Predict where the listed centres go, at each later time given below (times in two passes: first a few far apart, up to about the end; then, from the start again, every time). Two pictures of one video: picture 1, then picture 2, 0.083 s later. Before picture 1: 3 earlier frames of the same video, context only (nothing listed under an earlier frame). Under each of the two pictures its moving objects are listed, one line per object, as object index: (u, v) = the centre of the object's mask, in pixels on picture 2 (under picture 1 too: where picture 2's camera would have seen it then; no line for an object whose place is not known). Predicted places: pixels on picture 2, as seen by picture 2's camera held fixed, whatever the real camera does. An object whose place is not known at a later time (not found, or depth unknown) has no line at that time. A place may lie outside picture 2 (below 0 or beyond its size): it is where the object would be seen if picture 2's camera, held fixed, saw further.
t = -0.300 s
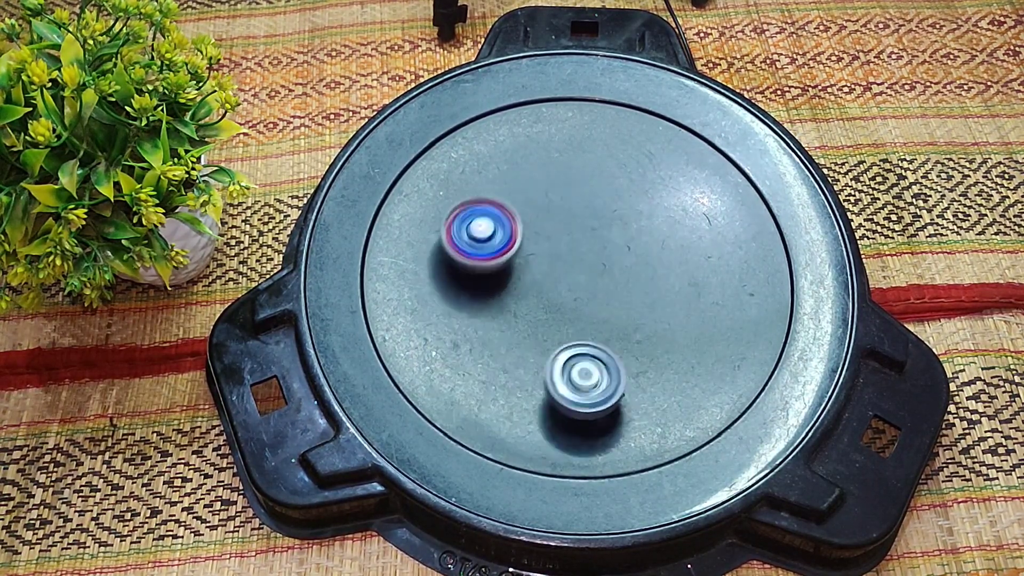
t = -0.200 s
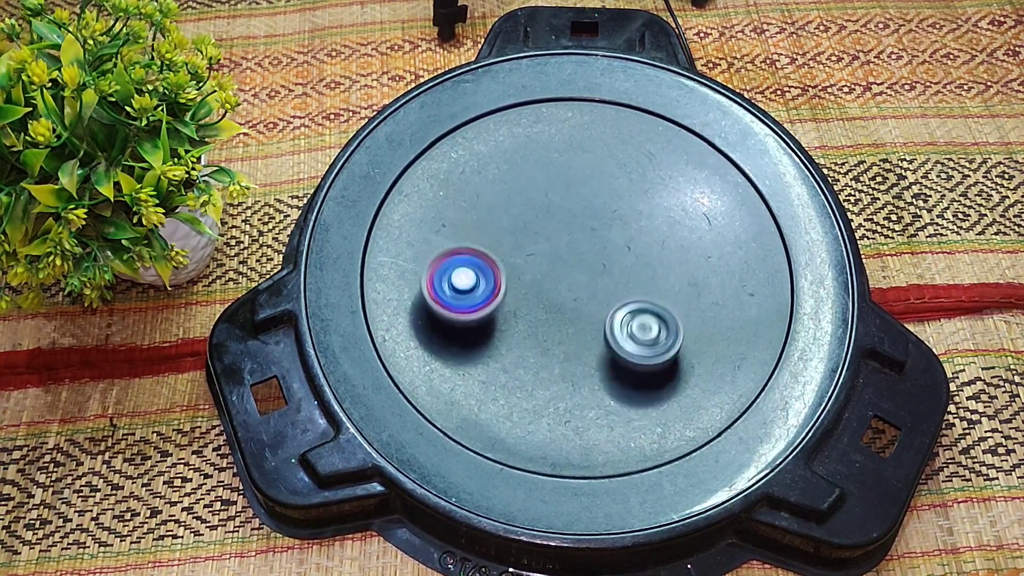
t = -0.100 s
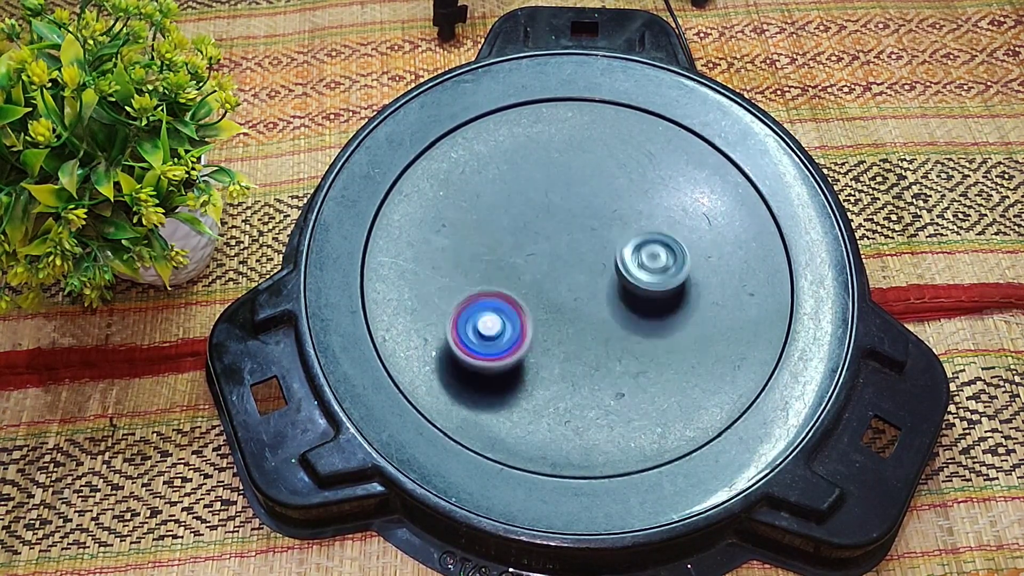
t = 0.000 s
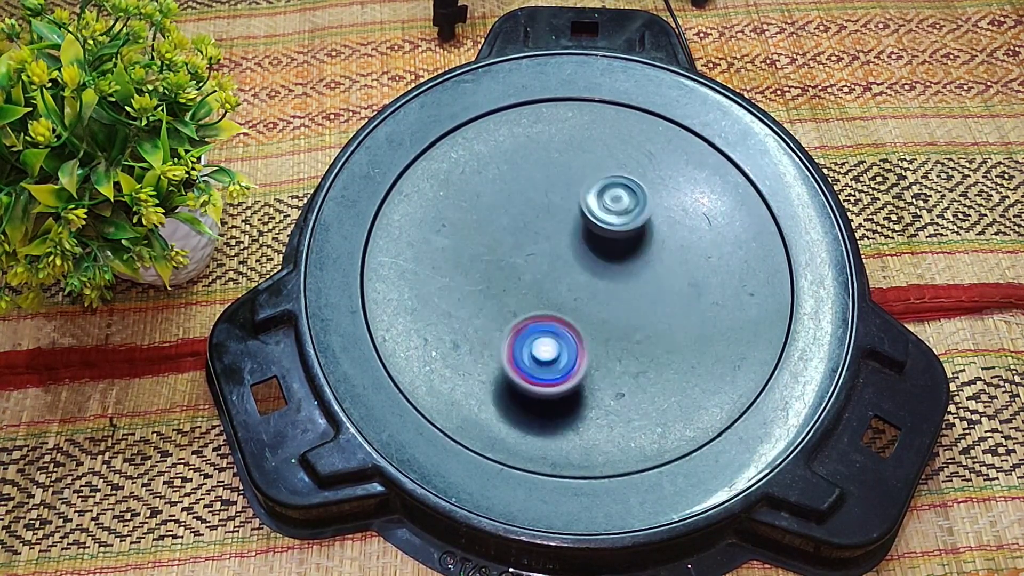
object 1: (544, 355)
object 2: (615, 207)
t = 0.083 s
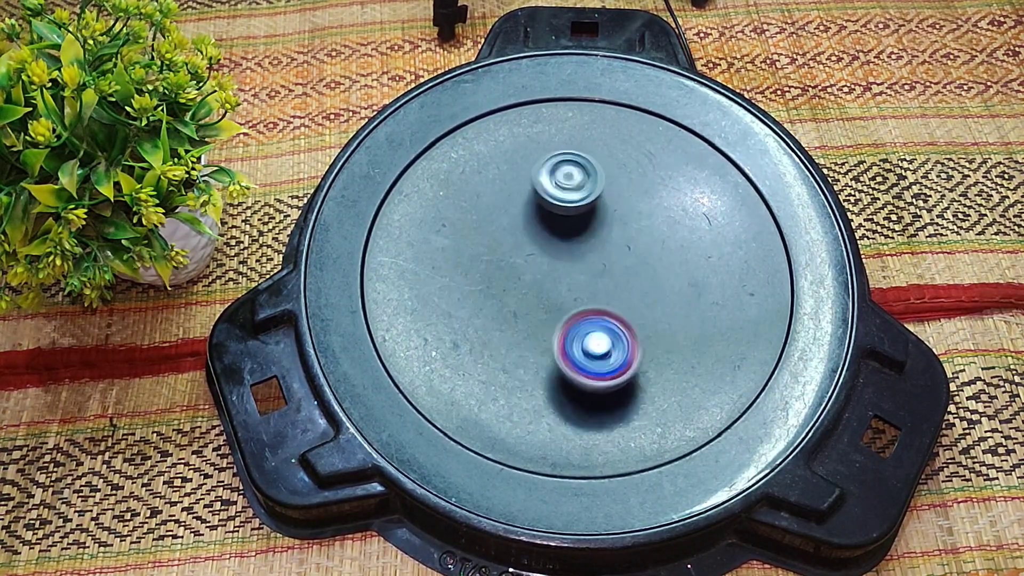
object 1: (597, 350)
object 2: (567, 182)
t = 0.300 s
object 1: (650, 255)
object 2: (459, 244)
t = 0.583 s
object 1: (524, 208)
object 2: (562, 375)
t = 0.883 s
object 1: (527, 333)
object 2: (666, 236)
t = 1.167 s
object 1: (652, 288)
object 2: (524, 182)
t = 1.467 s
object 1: (562, 203)
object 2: (517, 343)
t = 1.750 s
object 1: (503, 304)
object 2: (695, 294)
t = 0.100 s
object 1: (606, 346)
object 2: (557, 182)
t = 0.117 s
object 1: (614, 341)
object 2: (547, 181)
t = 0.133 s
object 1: (623, 336)
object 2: (538, 184)
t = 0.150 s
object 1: (630, 329)
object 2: (530, 186)
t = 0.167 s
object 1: (636, 323)
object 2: (520, 190)
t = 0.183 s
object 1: (642, 315)
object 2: (511, 195)
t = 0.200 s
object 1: (645, 308)
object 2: (503, 200)
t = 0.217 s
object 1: (648, 299)
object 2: (495, 206)
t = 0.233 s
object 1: (650, 291)
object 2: (487, 213)
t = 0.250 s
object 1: (652, 282)
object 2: (479, 220)
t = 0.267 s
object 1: (653, 273)
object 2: (472, 228)
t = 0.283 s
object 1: (652, 264)
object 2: (465, 235)
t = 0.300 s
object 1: (650, 255)
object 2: (459, 244)
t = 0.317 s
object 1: (648, 246)
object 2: (454, 253)
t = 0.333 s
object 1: (644, 238)
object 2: (451, 263)
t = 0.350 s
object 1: (639, 231)
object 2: (449, 273)
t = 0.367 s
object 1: (633, 224)
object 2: (448, 284)
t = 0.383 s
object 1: (627, 217)
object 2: (449, 295)
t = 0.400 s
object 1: (619, 212)
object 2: (451, 305)
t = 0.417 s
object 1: (611, 208)
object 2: (456, 316)
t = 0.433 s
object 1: (603, 205)
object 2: (462, 326)
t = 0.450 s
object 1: (594, 202)
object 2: (470, 336)
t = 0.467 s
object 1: (585, 200)
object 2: (478, 346)
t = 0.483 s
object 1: (576, 198)
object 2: (488, 354)
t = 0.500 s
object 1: (567, 198)
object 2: (499, 359)
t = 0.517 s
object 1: (558, 198)
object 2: (512, 365)
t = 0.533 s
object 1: (548, 199)
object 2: (524, 369)
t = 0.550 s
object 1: (540, 201)
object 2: (536, 373)
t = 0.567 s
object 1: (532, 204)
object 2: (549, 375)
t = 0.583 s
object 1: (524, 208)
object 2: (562, 375)
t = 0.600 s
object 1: (517, 212)
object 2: (575, 374)
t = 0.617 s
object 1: (510, 217)
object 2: (588, 371)
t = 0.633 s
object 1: (503, 223)
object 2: (601, 368)
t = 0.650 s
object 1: (497, 230)
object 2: (613, 363)
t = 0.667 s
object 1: (492, 237)
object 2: (623, 359)
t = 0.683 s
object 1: (488, 244)
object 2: (633, 352)
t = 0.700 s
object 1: (486, 252)
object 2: (642, 342)
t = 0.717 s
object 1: (485, 260)
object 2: (652, 334)
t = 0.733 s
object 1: (484, 269)
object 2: (659, 325)
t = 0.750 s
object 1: (485, 277)
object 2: (665, 316)
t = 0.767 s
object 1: (487, 285)
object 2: (668, 307)
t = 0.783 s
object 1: (490, 294)
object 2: (671, 298)
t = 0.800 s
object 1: (493, 301)
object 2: (672, 288)
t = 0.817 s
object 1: (498, 309)
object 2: (673, 277)
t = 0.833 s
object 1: (504, 316)
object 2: (674, 267)
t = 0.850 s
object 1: (511, 323)
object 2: (672, 256)
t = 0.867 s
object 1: (518, 329)
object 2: (670, 246)
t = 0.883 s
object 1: (527, 333)
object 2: (666, 236)
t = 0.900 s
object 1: (535, 337)
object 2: (662, 226)
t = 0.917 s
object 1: (544, 340)
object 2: (656, 218)
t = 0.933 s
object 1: (554, 343)
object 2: (650, 208)
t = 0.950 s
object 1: (564, 345)
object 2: (644, 201)
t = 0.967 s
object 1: (573, 345)
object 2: (637, 195)
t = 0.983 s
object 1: (583, 344)
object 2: (628, 189)
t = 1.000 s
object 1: (593, 343)
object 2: (619, 183)
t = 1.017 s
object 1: (602, 341)
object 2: (609, 179)
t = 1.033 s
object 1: (611, 337)
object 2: (600, 175)
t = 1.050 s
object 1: (618, 333)
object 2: (591, 172)
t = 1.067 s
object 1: (626, 328)
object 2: (582, 171)
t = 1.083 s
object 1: (633, 322)
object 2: (572, 171)
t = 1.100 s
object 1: (639, 316)
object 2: (562, 171)
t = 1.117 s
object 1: (645, 309)
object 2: (551, 172)
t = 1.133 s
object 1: (648, 303)
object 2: (542, 174)
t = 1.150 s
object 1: (651, 296)
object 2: (533, 177)
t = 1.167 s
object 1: (652, 288)
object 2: (524, 182)
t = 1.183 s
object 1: (654, 281)
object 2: (515, 186)
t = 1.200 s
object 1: (654, 273)
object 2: (506, 192)
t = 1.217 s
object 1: (653, 265)
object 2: (497, 198)
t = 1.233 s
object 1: (651, 258)
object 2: (489, 205)
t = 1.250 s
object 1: (649, 250)
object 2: (483, 213)
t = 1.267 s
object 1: (645, 243)
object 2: (478, 222)
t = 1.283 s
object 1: (641, 237)
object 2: (474, 231)
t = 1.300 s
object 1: (637, 230)
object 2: (471, 240)
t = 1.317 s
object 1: (631, 224)
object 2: (468, 251)
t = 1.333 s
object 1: (625, 218)
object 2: (467, 262)
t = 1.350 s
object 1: (617, 213)
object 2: (468, 272)
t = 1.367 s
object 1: (610, 209)
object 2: (471, 283)
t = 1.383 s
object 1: (602, 206)
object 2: (475, 295)
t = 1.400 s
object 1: (595, 204)
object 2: (480, 305)
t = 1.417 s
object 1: (586, 202)
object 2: (487, 316)
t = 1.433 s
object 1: (578, 202)
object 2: (495, 326)
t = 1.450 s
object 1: (570, 202)
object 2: (505, 335)
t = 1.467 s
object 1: (562, 203)
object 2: (517, 343)
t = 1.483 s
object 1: (554, 204)
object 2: (529, 350)
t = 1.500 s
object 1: (546, 206)
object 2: (541, 355)
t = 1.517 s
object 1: (539, 209)
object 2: (555, 359)
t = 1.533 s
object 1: (533, 212)
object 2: (568, 362)
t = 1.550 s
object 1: (527, 216)
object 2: (581, 364)
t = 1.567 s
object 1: (521, 221)
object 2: (594, 364)
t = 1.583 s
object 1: (516, 226)
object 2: (608, 362)
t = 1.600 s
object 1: (512, 232)
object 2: (621, 358)
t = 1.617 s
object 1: (507, 239)
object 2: (633, 355)
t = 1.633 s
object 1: (504, 246)
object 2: (644, 351)
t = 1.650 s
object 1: (501, 254)
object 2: (654, 345)
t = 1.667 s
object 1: (499, 262)
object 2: (664, 339)
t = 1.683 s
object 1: (498, 270)
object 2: (671, 332)
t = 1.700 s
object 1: (498, 279)
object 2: (678, 325)
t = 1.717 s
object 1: (499, 287)
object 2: (685, 313)
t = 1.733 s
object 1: (501, 296)
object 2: (692, 305)
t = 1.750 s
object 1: (503, 304)
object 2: (695, 294)
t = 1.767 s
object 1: (508, 311)
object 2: (698, 286)
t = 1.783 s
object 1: (513, 318)
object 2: (699, 277)
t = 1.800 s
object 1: (519, 325)
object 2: (699, 268)
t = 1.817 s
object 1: (526, 331)
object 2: (697, 259)
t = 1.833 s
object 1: (533, 337)
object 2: (694, 250)
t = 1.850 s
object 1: (541, 342)
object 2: (690, 242)
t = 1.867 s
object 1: (550, 345)
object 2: (686, 233)
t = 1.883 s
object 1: (558, 348)
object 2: (681, 225)
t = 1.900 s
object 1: (567, 349)
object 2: (675, 218)
